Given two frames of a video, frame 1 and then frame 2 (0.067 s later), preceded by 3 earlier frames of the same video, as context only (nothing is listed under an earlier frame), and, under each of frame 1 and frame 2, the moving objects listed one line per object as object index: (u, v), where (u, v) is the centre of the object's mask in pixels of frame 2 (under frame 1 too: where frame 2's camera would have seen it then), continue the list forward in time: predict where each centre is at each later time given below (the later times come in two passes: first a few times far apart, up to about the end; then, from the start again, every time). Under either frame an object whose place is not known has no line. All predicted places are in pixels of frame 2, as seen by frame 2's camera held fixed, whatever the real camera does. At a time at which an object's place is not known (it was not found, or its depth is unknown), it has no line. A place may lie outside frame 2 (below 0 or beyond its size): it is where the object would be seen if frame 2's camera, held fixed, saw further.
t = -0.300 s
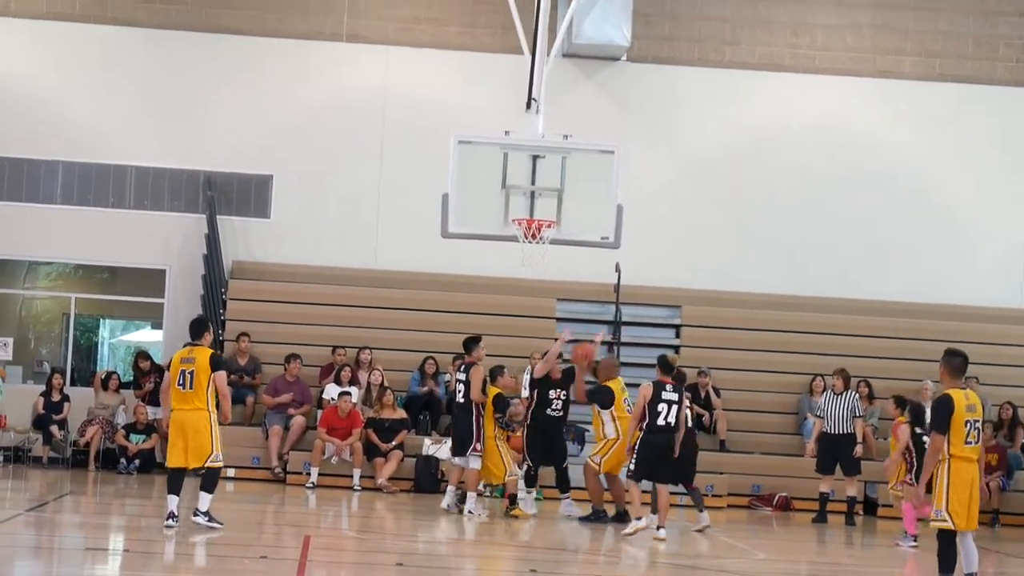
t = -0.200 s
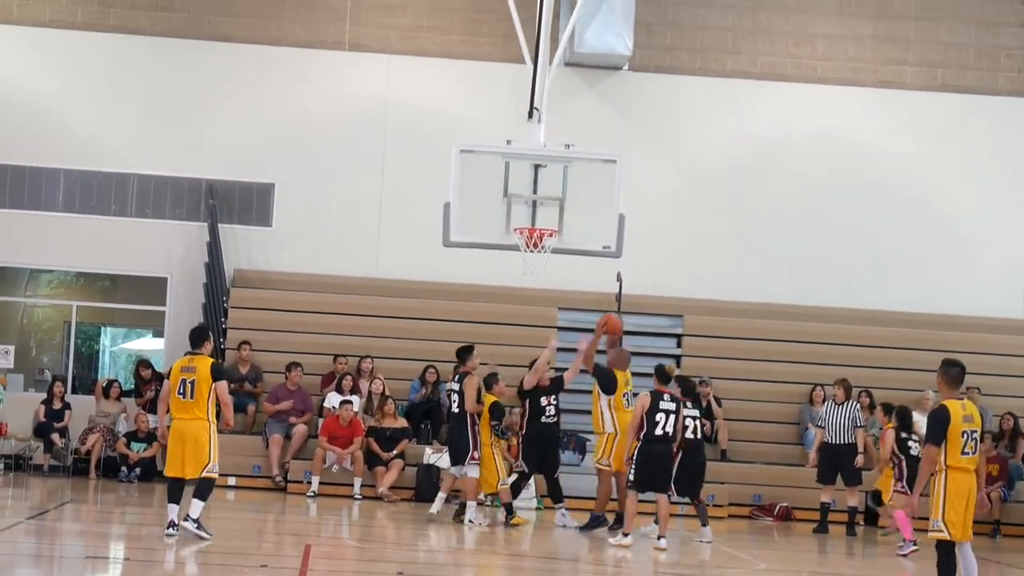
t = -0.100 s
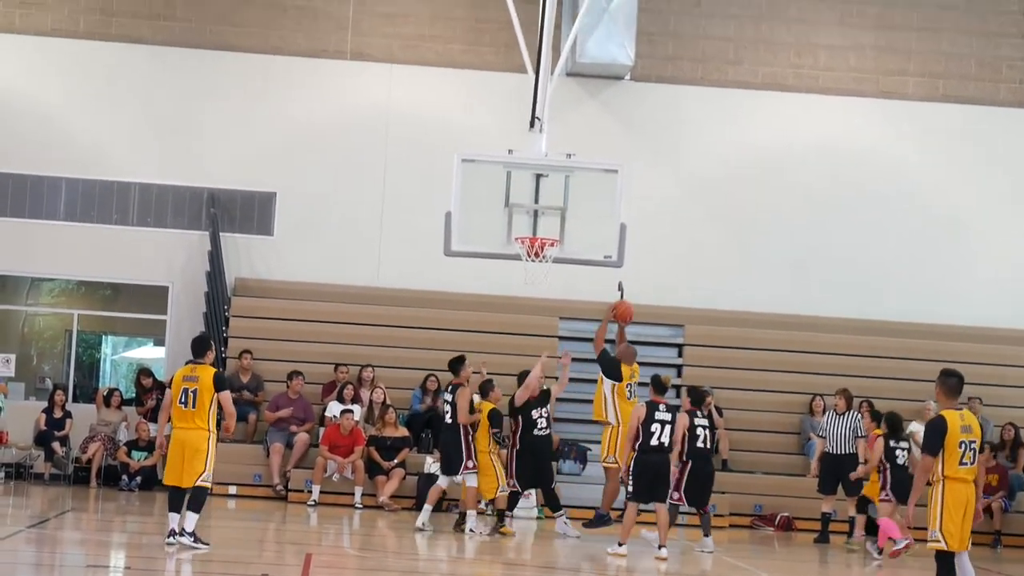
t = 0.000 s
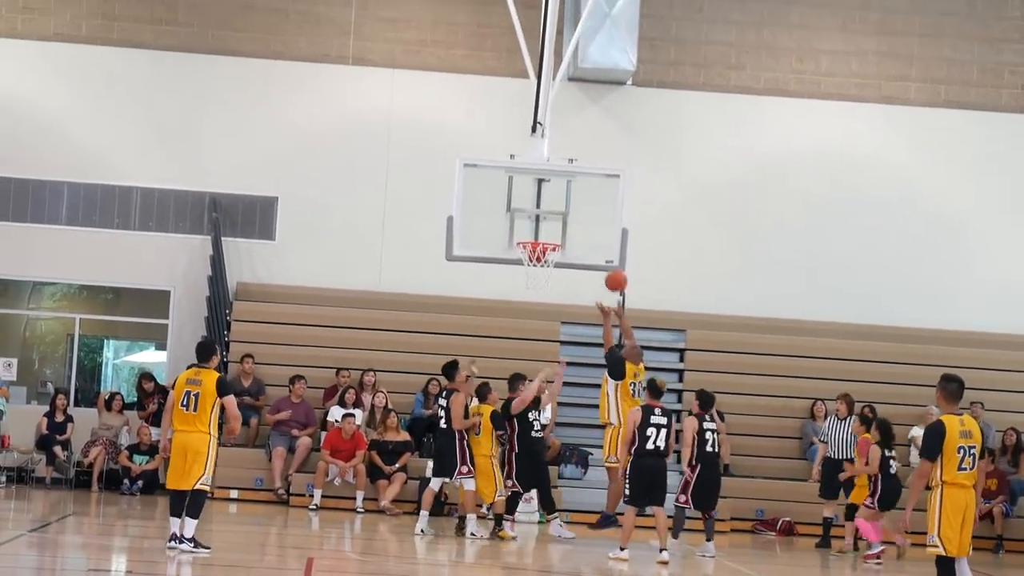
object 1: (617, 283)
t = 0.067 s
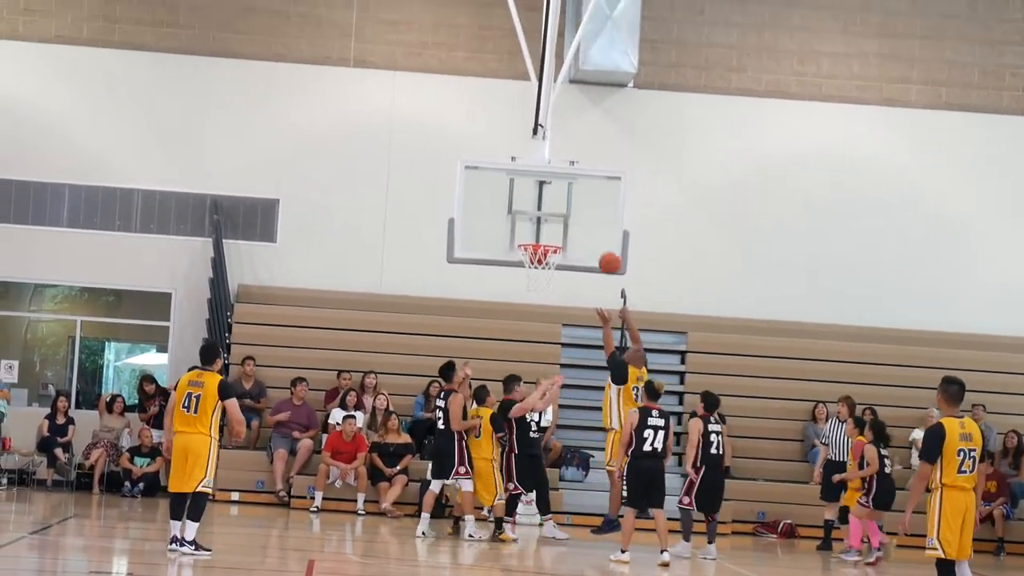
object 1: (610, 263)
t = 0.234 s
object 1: (590, 231)
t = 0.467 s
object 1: (568, 228)
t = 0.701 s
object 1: (571, 225)
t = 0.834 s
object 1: (576, 229)
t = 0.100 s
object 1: (606, 254)
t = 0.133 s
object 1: (602, 247)
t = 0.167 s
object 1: (598, 240)
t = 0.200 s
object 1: (594, 235)
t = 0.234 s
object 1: (590, 231)
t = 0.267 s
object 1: (587, 227)
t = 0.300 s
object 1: (583, 225)
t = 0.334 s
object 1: (579, 224)
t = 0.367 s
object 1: (575, 224)
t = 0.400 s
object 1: (571, 225)
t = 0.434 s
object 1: (569, 226)
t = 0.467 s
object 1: (568, 228)
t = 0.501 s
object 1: (567, 231)
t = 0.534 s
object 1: (565, 236)
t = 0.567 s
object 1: (565, 236)
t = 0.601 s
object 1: (567, 232)
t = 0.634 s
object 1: (569, 229)
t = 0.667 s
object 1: (570, 226)
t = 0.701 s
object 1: (571, 225)
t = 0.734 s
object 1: (573, 225)
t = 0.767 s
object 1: (574, 225)
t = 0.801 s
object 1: (575, 226)
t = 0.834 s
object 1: (576, 229)
